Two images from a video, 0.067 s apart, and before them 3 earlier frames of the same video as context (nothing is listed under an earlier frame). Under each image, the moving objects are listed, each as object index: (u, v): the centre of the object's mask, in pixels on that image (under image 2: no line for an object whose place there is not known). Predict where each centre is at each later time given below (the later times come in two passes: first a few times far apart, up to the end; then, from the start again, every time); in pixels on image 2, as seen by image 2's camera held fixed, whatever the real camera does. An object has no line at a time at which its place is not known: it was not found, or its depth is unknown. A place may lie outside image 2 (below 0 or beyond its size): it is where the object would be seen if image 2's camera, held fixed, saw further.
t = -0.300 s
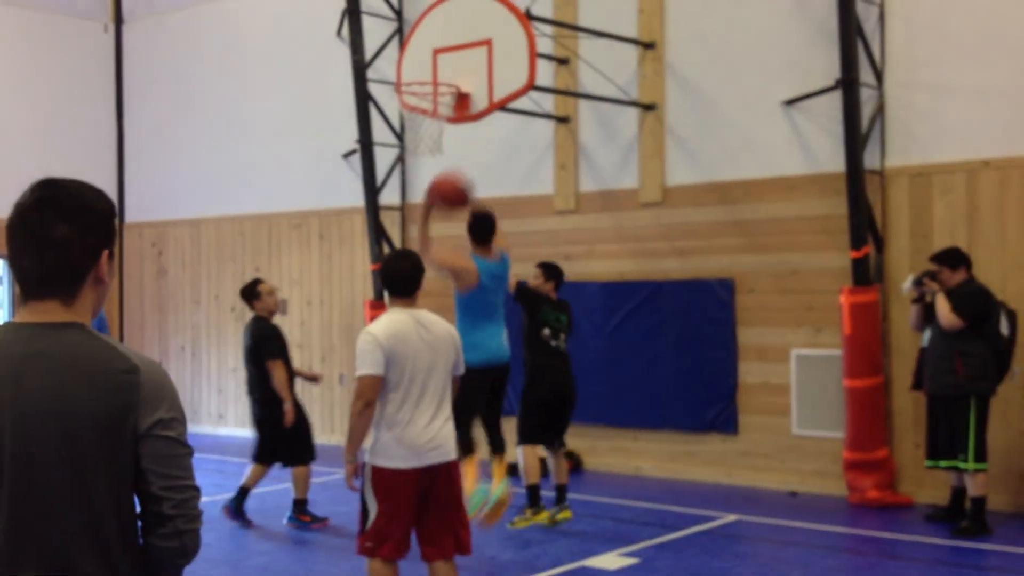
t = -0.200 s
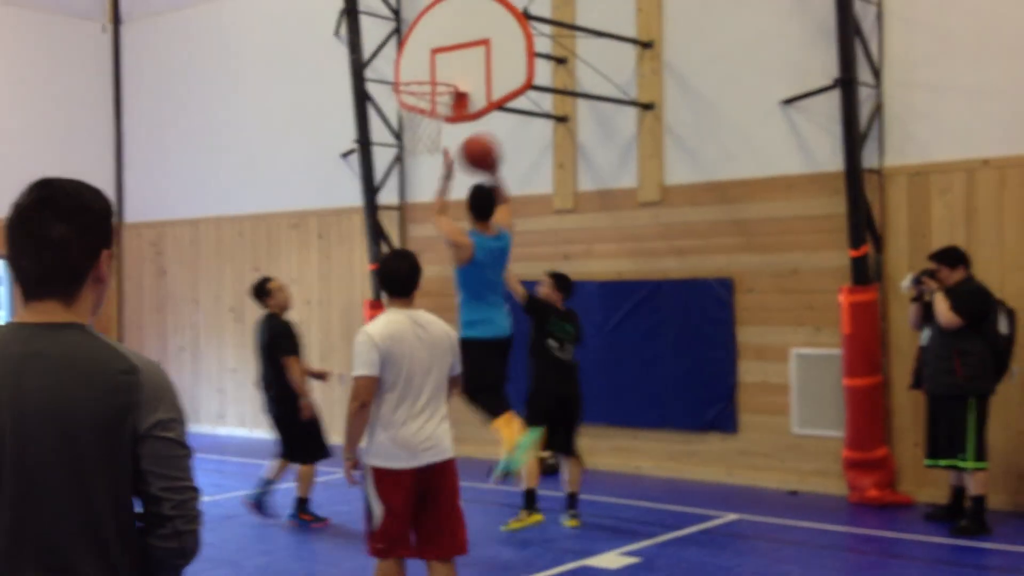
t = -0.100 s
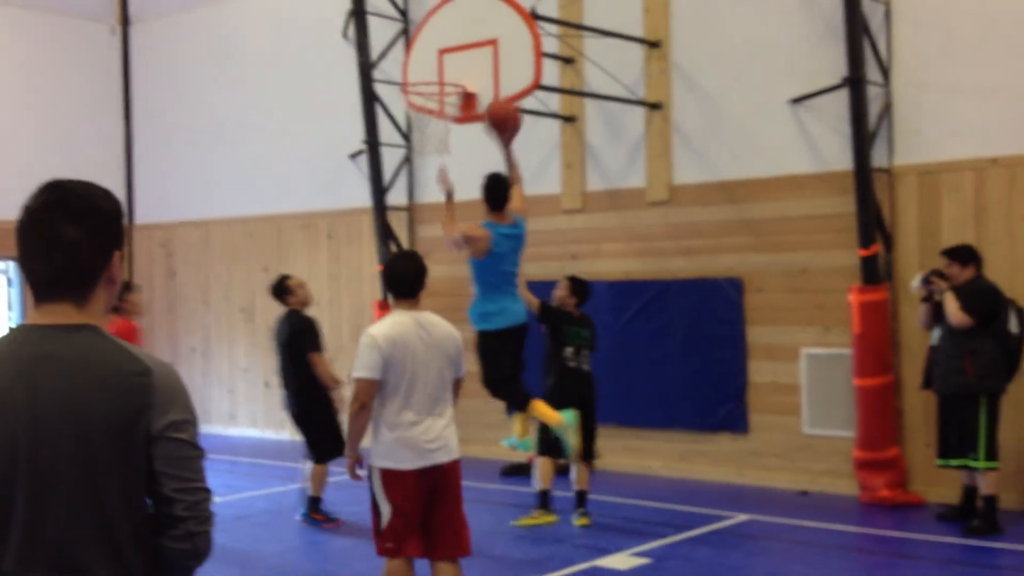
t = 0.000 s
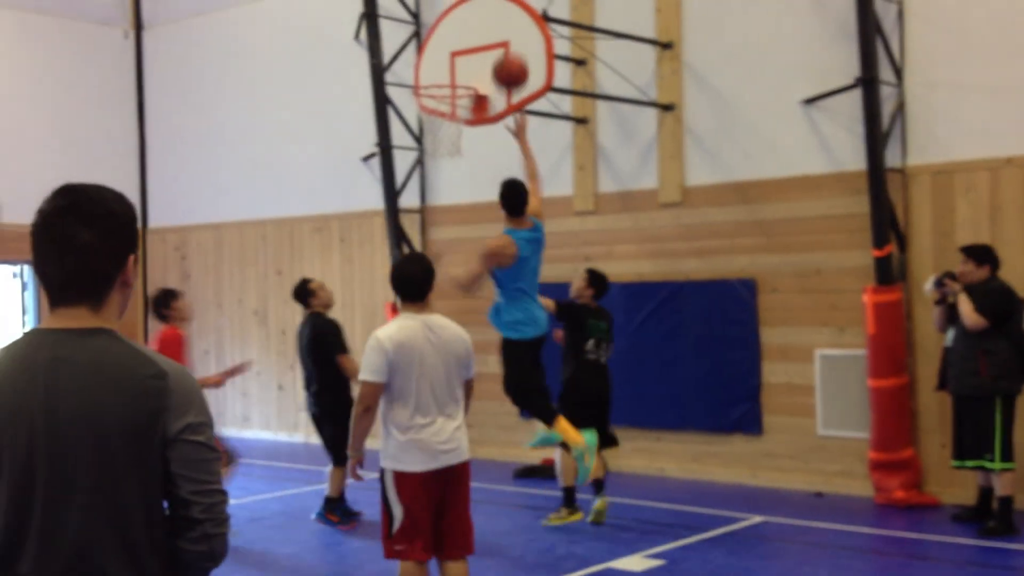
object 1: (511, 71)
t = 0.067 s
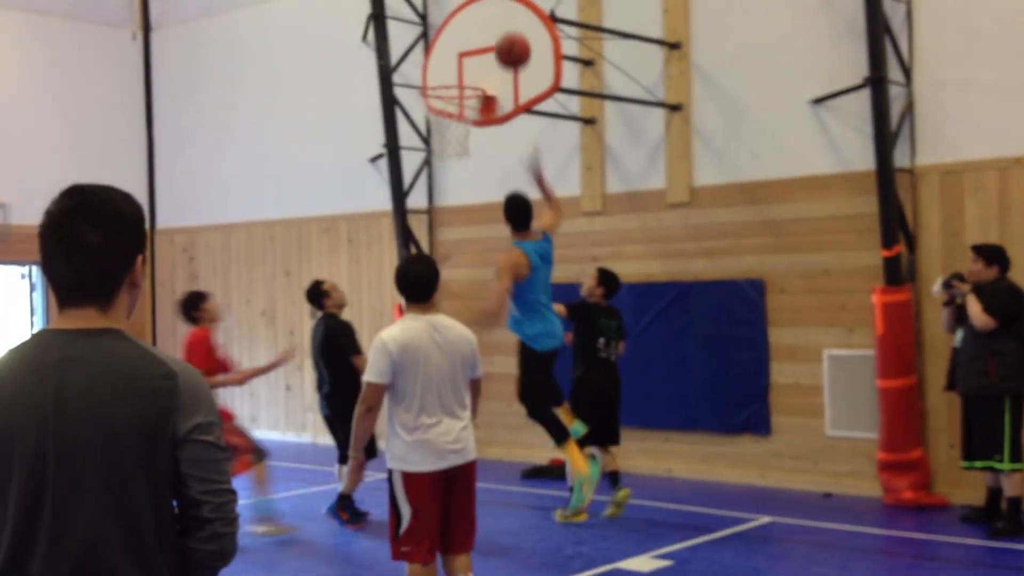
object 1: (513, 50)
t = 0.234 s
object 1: (501, 28)
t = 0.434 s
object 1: (471, 43)
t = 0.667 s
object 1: (421, 60)
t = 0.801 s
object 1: (416, 59)
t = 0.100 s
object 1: (510, 43)
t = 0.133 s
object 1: (508, 36)
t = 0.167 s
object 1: (505, 32)
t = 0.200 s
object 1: (503, 30)
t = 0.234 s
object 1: (501, 28)
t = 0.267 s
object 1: (499, 28)
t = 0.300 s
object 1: (497, 30)
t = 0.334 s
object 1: (496, 33)
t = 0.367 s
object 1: (493, 37)
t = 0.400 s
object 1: (482, 39)
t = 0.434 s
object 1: (471, 43)
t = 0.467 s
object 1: (461, 48)
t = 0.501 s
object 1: (450, 55)
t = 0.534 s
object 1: (439, 63)
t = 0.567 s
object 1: (428, 73)
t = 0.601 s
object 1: (424, 70)
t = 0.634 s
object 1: (423, 64)
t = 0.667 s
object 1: (421, 60)
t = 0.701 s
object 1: (420, 58)
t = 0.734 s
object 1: (419, 57)
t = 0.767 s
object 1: (417, 57)
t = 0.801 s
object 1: (416, 59)
